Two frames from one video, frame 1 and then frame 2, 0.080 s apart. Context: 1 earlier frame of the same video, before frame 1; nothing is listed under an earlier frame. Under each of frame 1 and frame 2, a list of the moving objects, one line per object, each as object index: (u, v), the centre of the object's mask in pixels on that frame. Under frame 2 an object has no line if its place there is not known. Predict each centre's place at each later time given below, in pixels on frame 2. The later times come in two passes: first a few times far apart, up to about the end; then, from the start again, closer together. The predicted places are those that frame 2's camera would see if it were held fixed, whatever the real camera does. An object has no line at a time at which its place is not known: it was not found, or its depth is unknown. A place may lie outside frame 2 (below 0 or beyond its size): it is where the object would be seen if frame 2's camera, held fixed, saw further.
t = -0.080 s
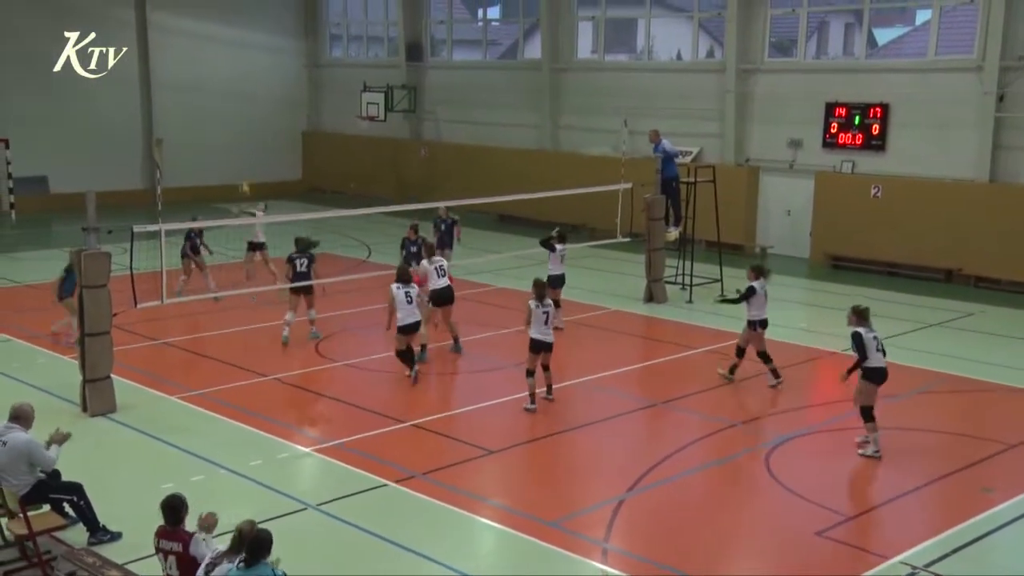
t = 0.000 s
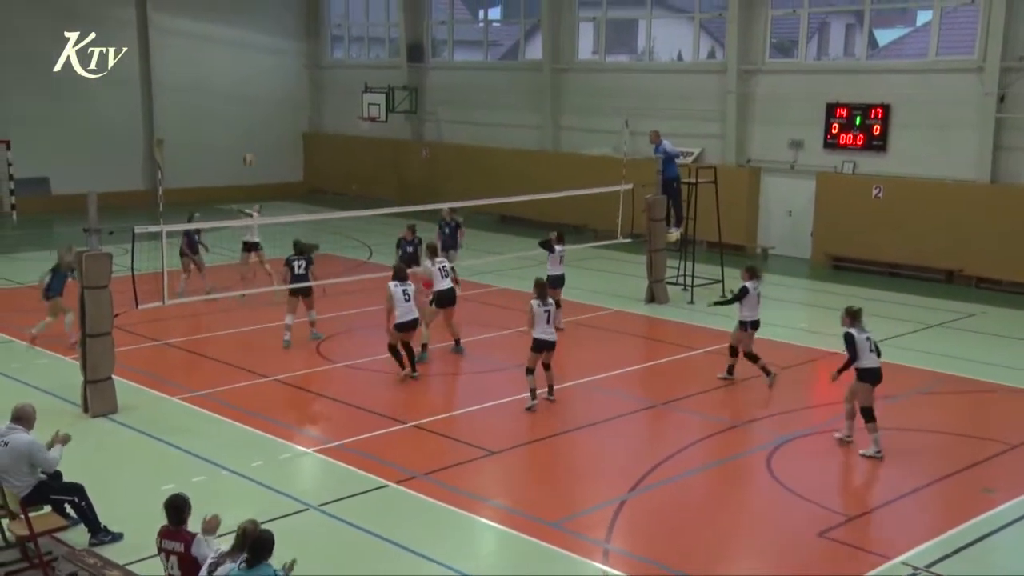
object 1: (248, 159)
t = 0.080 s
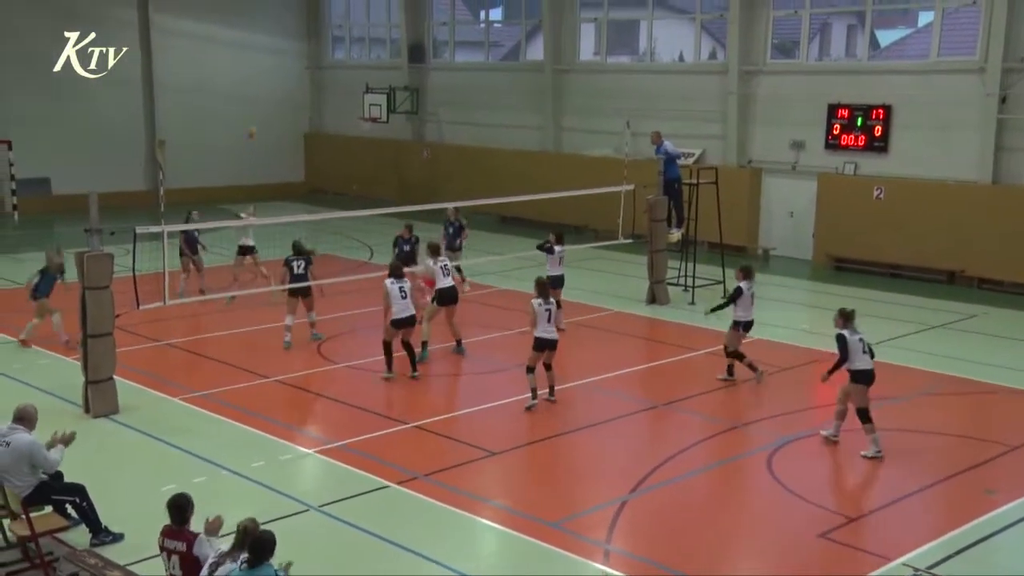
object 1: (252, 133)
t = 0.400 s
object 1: (255, 52)
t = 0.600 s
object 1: (264, 32)
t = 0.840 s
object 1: (276, 40)
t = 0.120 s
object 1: (251, 120)
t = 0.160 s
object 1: (254, 106)
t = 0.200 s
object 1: (255, 94)
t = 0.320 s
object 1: (253, 66)
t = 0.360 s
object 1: (254, 58)
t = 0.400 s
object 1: (255, 52)
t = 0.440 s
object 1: (257, 46)
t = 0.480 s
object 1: (258, 41)
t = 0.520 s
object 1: (262, 36)
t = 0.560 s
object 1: (263, 33)
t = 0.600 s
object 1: (264, 32)
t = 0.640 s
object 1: (266, 31)
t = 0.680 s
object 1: (268, 31)
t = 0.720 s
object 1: (271, 31)
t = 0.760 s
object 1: (273, 33)
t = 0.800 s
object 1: (274, 36)
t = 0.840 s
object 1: (276, 40)
